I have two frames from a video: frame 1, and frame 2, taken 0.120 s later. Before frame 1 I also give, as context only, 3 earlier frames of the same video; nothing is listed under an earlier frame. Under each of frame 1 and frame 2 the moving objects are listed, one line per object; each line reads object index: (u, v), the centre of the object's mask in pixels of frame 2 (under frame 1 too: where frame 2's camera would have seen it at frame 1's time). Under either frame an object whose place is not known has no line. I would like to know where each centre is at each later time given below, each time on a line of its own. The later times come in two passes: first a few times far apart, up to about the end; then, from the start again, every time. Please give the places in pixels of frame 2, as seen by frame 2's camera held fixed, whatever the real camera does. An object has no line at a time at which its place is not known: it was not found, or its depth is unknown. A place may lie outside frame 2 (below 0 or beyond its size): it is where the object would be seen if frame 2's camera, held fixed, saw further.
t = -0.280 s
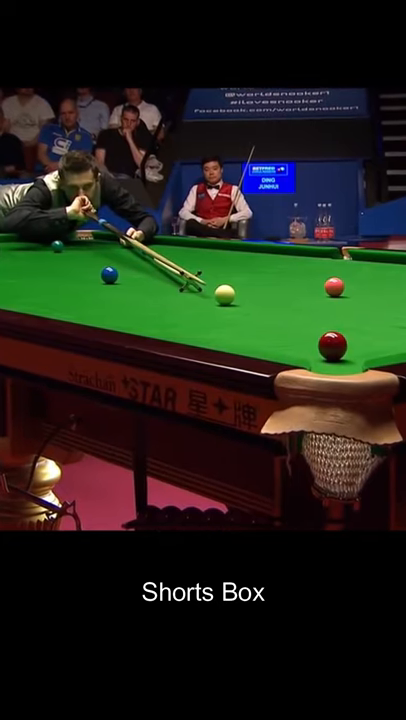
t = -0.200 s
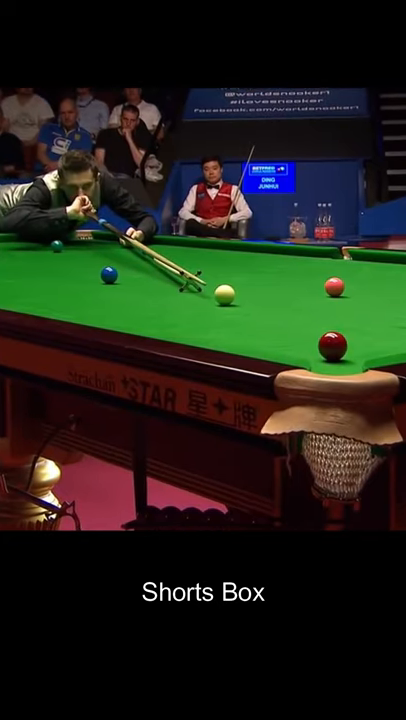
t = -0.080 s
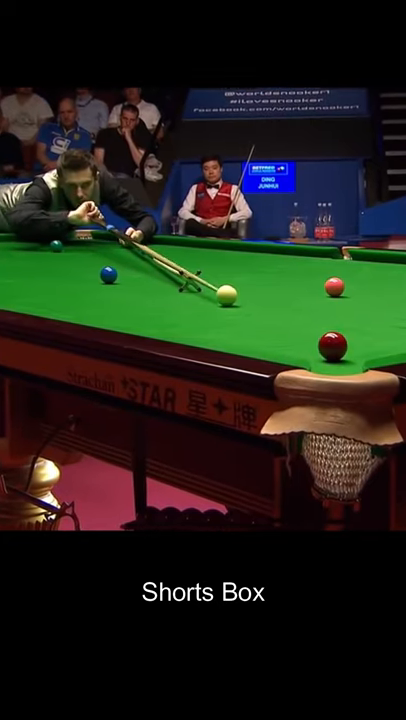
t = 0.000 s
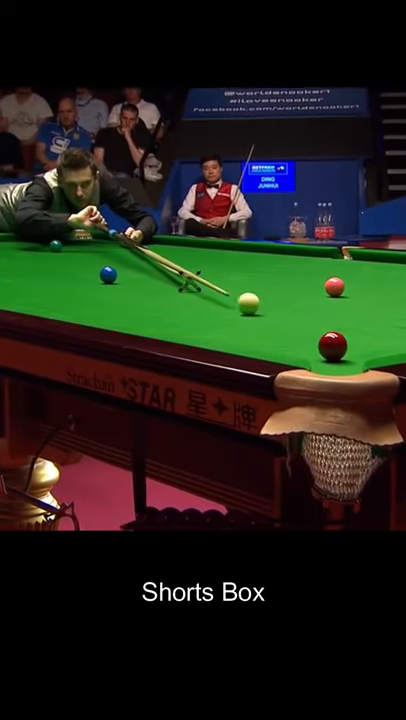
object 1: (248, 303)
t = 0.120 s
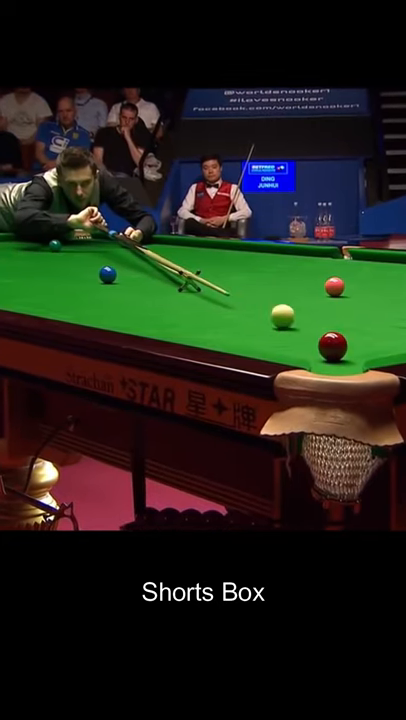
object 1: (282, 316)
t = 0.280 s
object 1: (333, 328)
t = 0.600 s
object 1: (305, 343)
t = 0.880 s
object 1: (174, 326)
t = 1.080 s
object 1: (103, 317)
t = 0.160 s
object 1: (294, 320)
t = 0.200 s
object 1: (306, 325)
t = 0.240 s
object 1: (318, 328)
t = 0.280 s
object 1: (333, 328)
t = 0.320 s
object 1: (352, 339)
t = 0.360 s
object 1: (372, 345)
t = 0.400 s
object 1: (395, 345)
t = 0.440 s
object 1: (401, 347)
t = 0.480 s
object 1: (381, 346)
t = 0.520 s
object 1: (353, 348)
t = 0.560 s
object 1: (328, 345)
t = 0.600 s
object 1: (305, 343)
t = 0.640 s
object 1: (285, 336)
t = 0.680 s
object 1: (265, 338)
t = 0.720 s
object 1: (245, 336)
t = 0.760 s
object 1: (227, 333)
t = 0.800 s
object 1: (209, 331)
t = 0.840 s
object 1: (191, 329)
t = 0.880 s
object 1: (174, 326)
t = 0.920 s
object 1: (157, 324)
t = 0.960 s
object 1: (140, 322)
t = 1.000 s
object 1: (124, 320)
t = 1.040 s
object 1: (110, 318)
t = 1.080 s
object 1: (103, 317)
